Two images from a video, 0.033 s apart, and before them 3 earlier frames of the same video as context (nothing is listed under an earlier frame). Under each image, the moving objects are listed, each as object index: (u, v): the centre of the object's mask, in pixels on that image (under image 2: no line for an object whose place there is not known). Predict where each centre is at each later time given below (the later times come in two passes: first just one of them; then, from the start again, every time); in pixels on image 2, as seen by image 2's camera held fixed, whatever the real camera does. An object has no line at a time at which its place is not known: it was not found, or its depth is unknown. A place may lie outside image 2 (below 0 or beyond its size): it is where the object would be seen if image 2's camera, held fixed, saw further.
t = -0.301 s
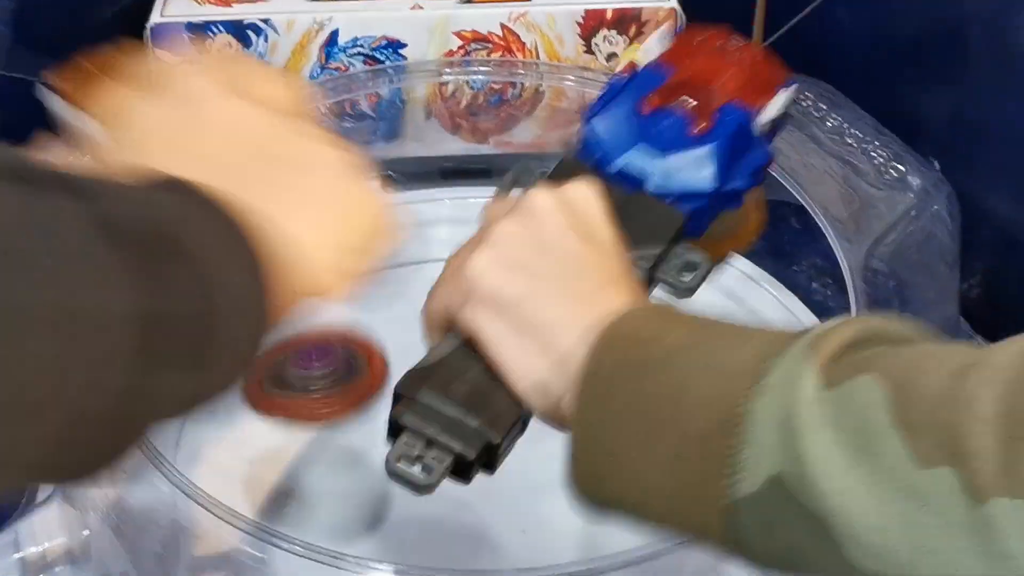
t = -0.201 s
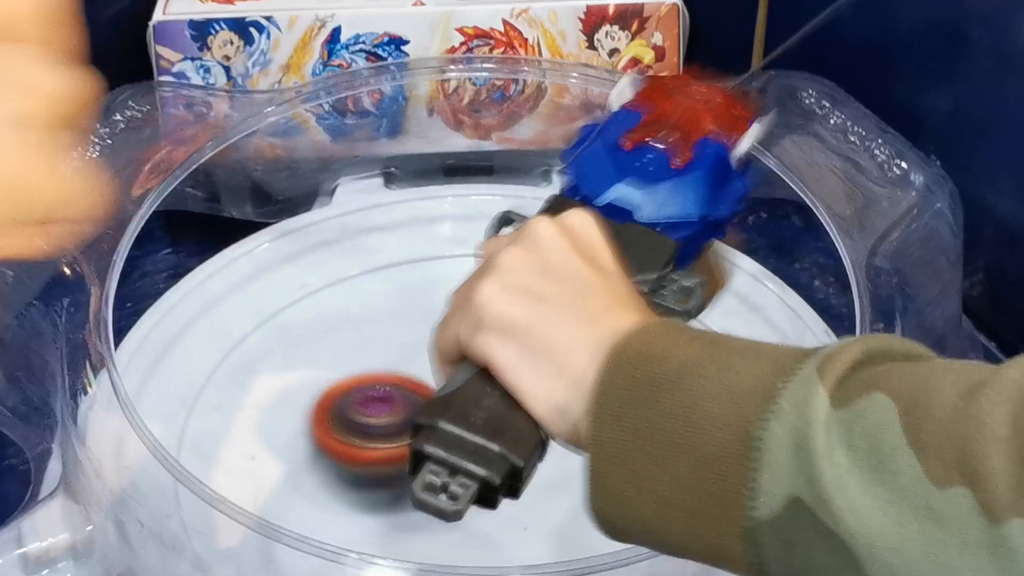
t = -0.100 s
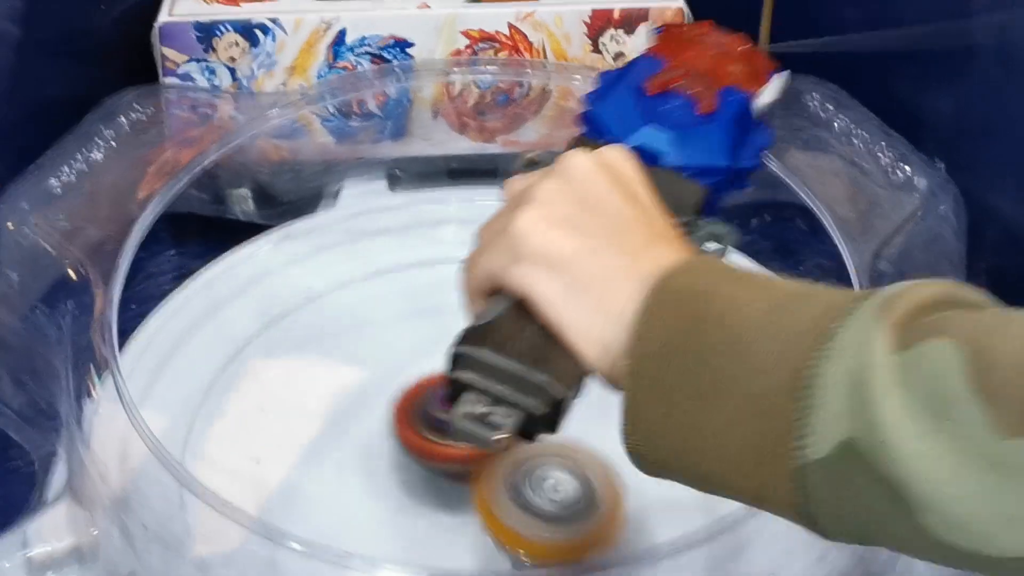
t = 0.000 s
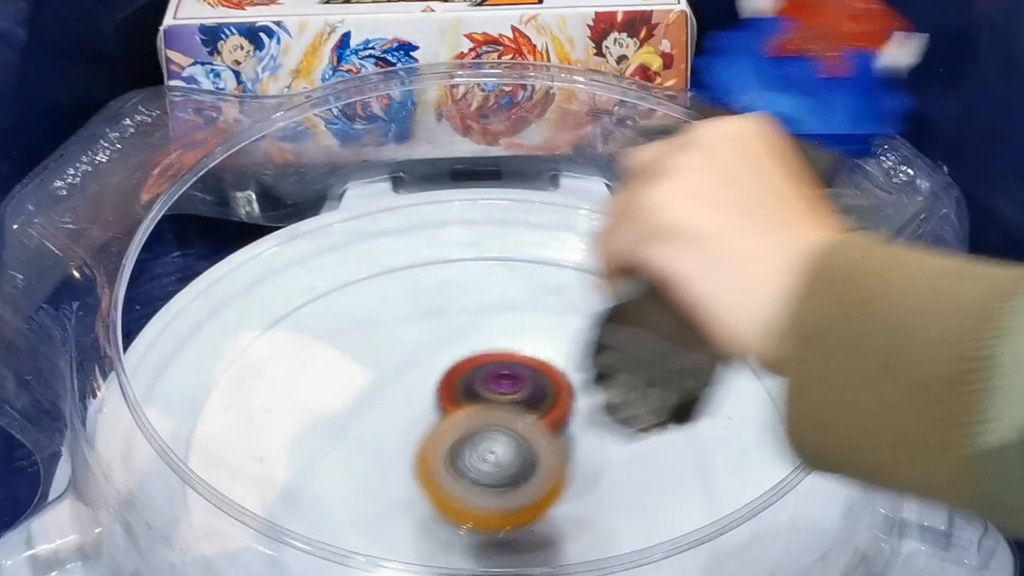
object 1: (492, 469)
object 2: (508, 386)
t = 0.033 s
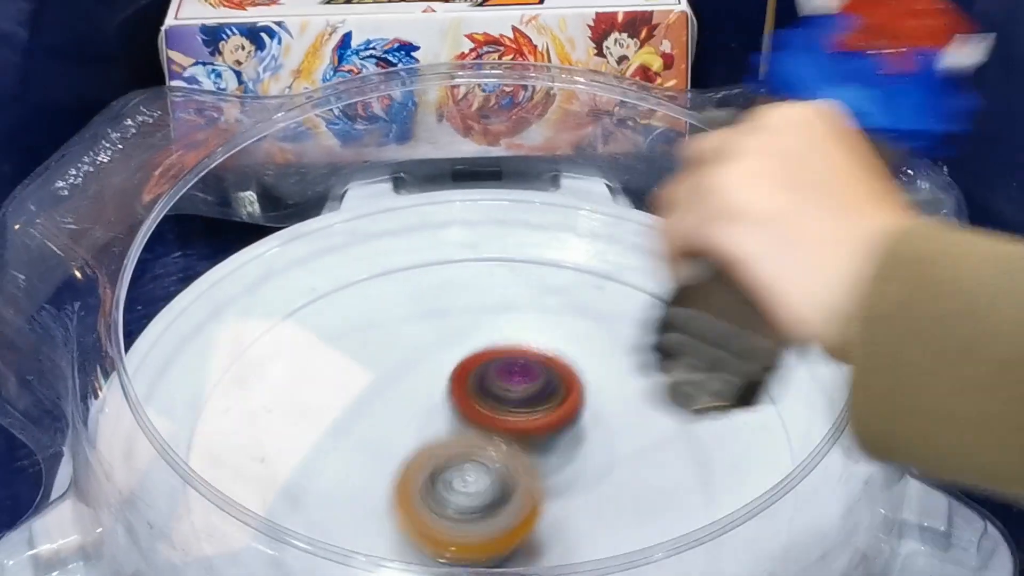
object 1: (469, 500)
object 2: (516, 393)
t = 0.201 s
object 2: (532, 348)
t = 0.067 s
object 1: (447, 502)
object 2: (528, 378)
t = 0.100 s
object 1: (426, 509)
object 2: (537, 365)
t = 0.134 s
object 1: (412, 510)
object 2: (540, 356)
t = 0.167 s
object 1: (406, 511)
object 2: (539, 350)
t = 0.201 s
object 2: (532, 348)
